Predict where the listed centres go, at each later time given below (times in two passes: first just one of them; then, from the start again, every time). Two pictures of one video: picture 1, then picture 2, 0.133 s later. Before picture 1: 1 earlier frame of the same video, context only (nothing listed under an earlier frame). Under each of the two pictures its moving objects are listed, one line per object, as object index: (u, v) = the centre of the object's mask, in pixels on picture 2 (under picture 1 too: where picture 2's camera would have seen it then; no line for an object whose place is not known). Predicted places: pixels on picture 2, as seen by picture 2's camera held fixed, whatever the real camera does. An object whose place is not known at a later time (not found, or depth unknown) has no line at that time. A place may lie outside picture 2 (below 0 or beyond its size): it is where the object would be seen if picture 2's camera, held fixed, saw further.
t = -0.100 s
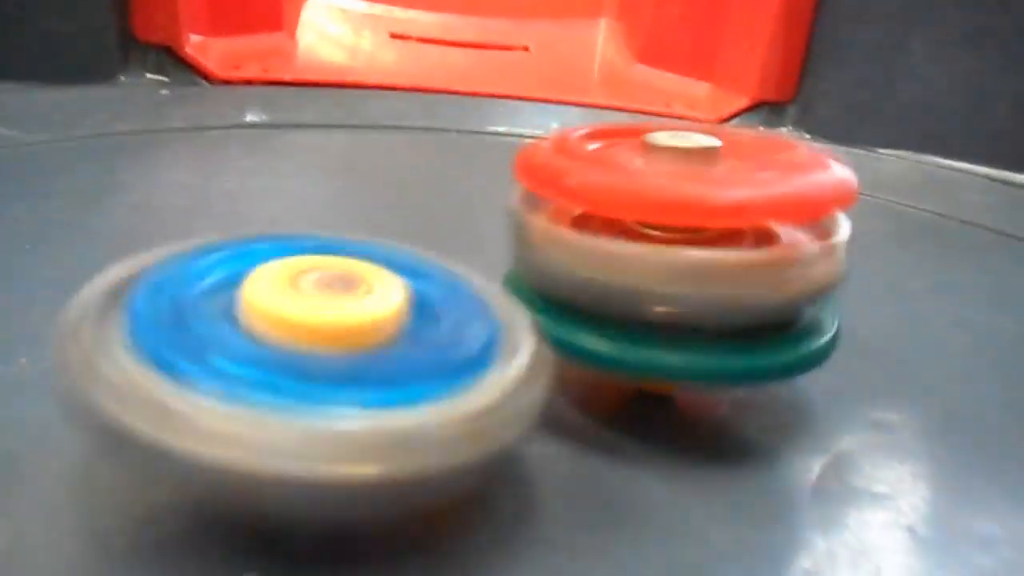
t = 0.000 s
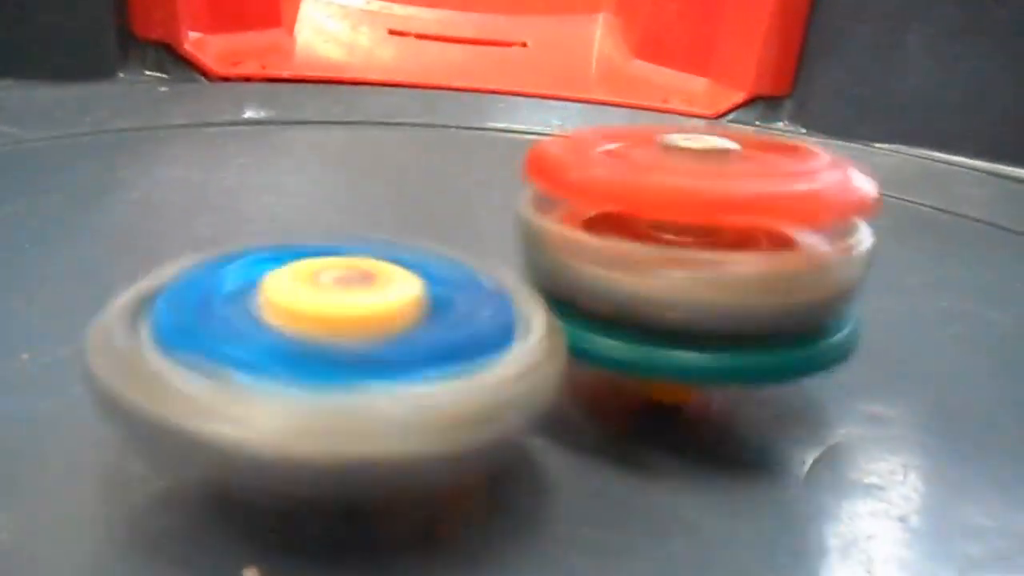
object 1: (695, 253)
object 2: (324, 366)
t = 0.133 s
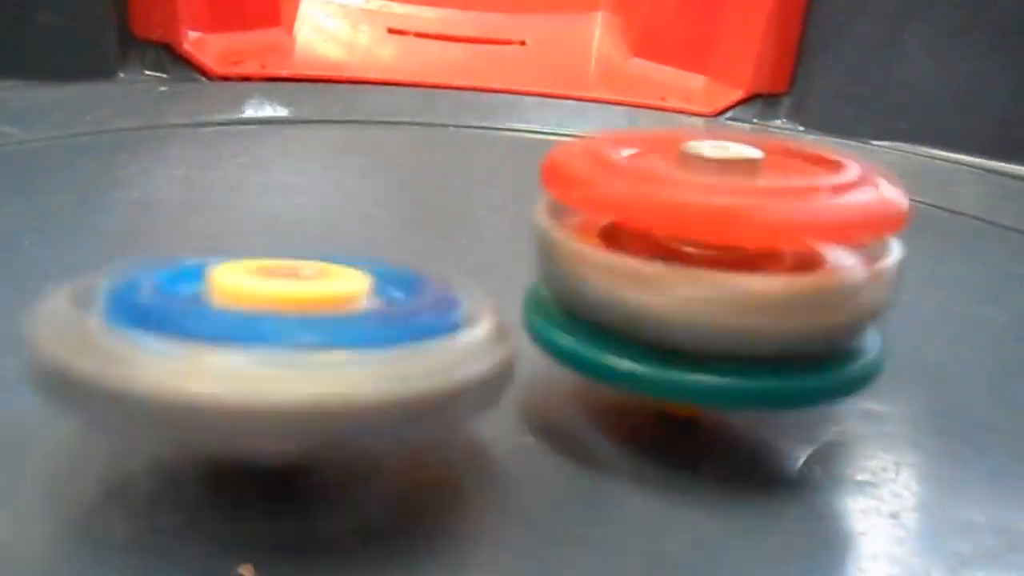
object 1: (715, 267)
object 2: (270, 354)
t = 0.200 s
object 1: (720, 277)
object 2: (244, 351)
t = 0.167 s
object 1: (721, 278)
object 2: (254, 351)
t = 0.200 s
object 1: (720, 277)
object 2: (244, 351)
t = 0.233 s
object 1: (719, 272)
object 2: (241, 347)
